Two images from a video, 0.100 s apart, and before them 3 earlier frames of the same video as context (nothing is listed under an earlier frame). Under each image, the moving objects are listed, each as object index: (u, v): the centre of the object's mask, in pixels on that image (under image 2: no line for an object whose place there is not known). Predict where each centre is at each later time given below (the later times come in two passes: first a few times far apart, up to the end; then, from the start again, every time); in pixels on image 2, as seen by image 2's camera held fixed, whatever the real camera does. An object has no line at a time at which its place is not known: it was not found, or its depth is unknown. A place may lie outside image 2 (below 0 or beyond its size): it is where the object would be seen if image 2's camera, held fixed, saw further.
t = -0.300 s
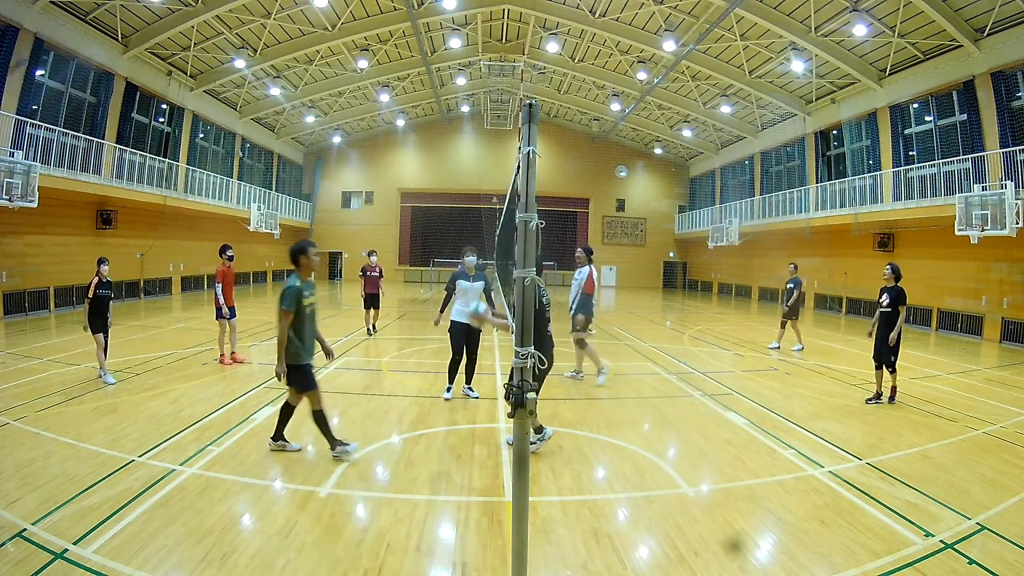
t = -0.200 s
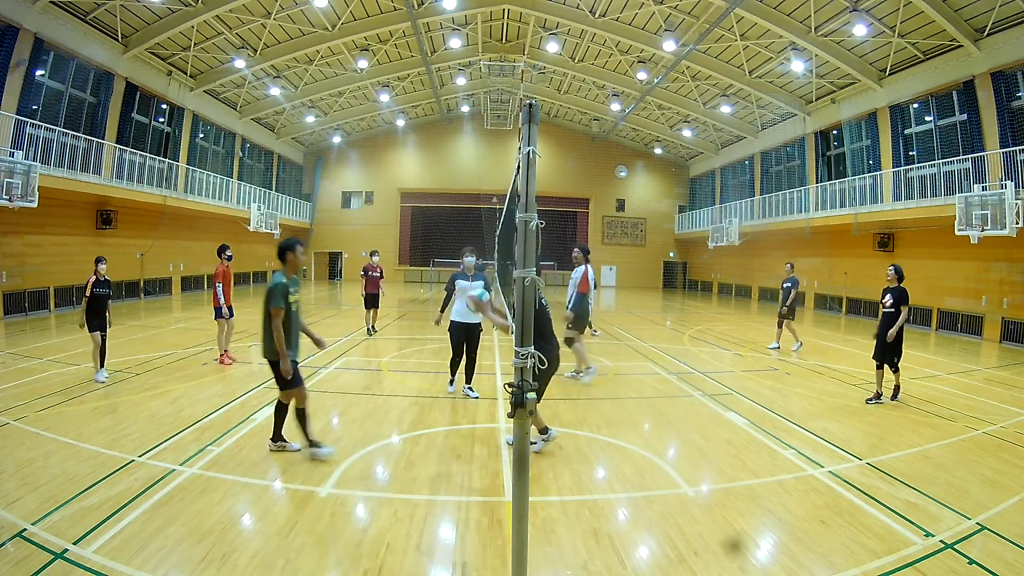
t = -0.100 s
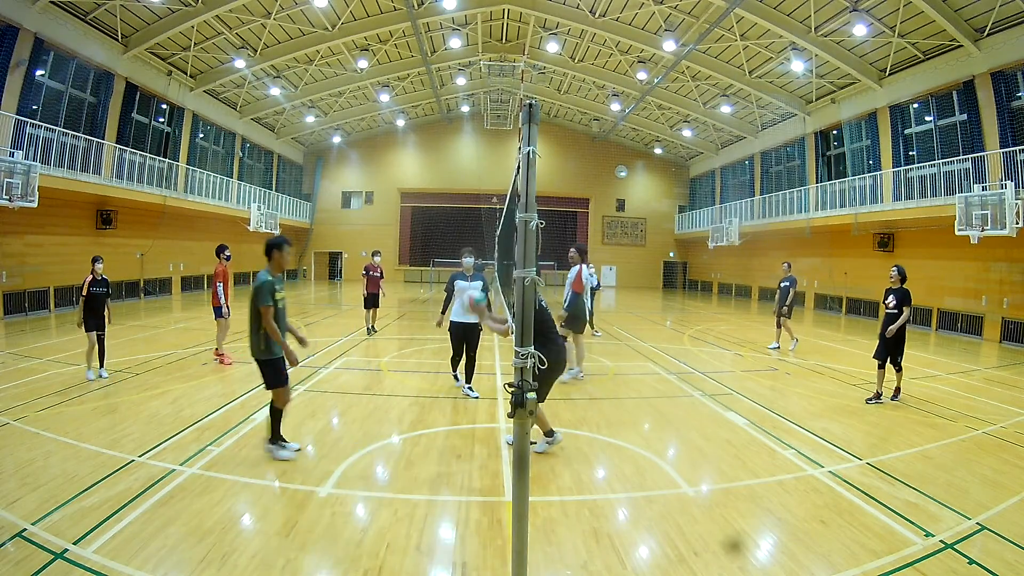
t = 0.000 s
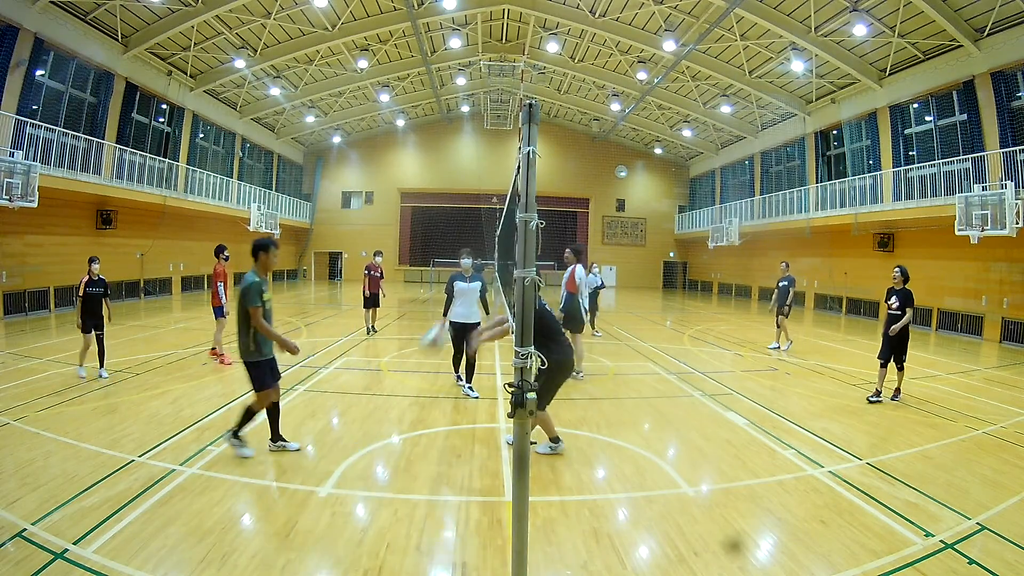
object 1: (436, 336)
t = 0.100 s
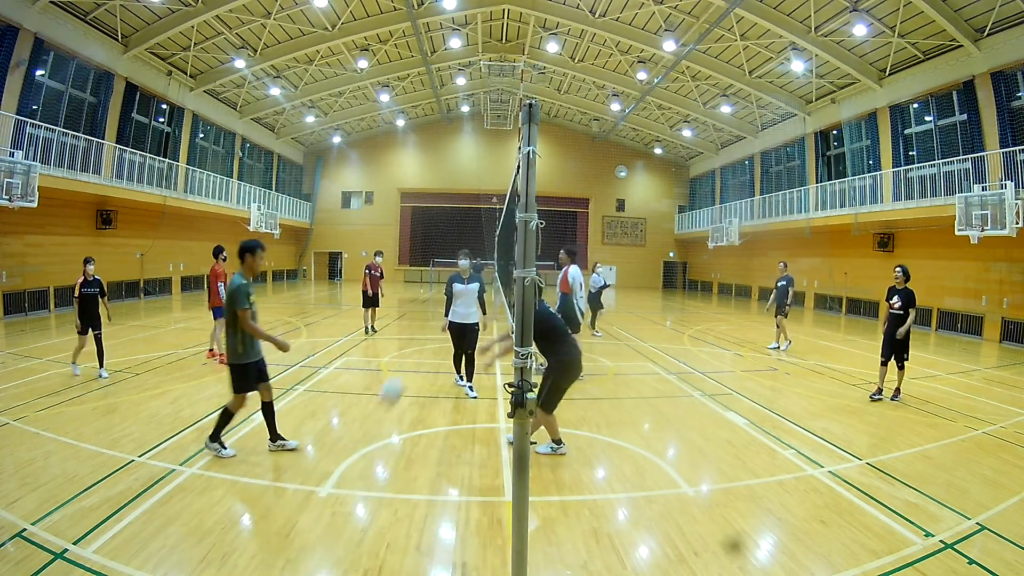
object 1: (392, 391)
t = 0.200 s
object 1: (360, 416)
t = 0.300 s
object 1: (341, 371)
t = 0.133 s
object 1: (381, 407)
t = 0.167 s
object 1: (368, 429)
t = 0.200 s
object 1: (360, 416)
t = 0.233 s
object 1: (353, 401)
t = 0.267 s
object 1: (347, 387)
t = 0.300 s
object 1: (341, 371)
